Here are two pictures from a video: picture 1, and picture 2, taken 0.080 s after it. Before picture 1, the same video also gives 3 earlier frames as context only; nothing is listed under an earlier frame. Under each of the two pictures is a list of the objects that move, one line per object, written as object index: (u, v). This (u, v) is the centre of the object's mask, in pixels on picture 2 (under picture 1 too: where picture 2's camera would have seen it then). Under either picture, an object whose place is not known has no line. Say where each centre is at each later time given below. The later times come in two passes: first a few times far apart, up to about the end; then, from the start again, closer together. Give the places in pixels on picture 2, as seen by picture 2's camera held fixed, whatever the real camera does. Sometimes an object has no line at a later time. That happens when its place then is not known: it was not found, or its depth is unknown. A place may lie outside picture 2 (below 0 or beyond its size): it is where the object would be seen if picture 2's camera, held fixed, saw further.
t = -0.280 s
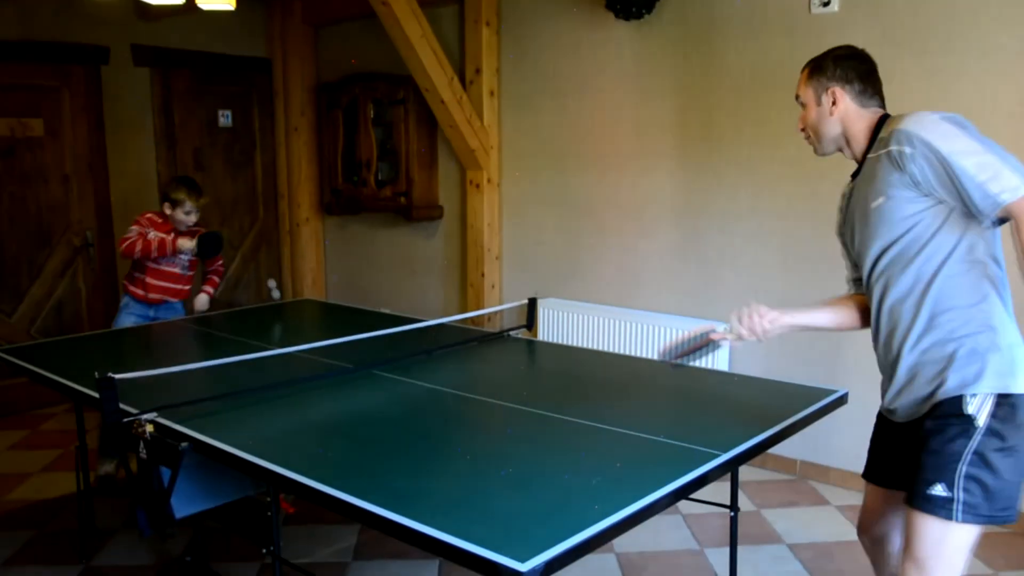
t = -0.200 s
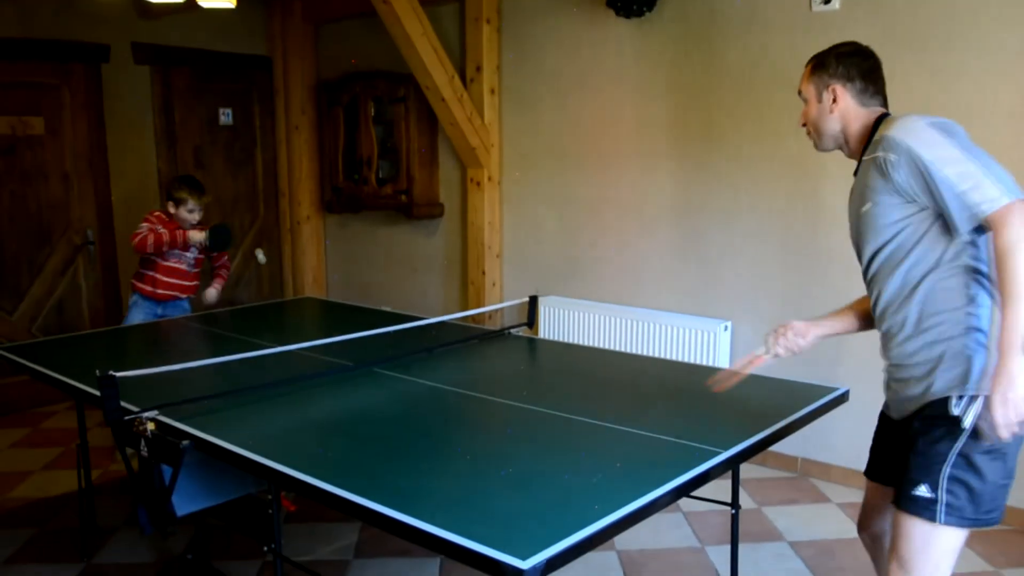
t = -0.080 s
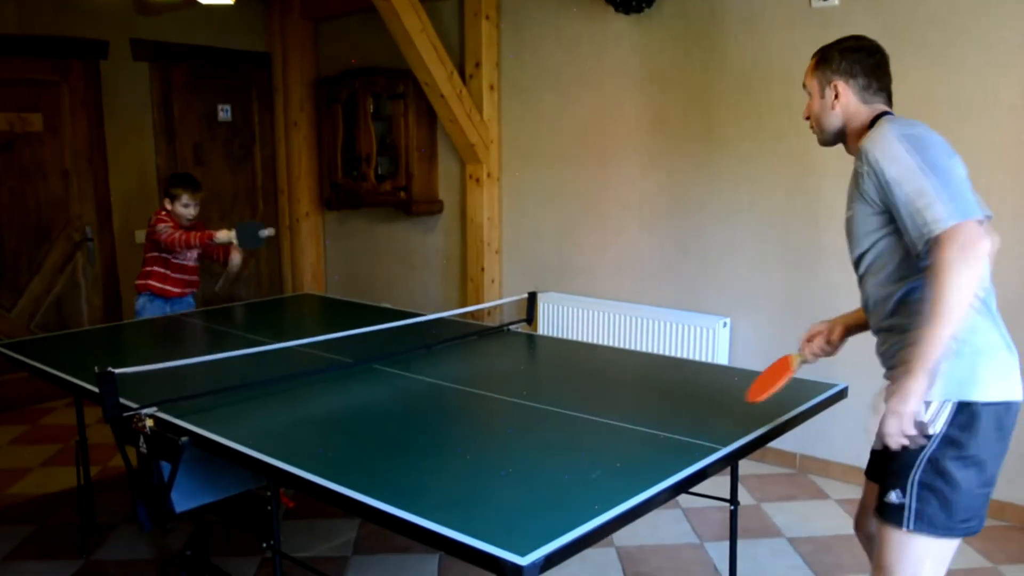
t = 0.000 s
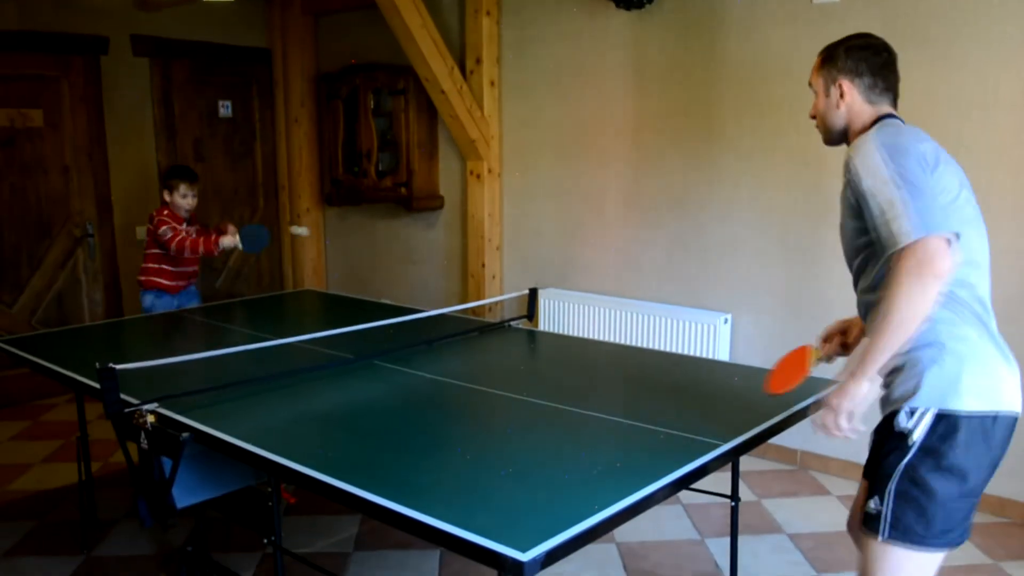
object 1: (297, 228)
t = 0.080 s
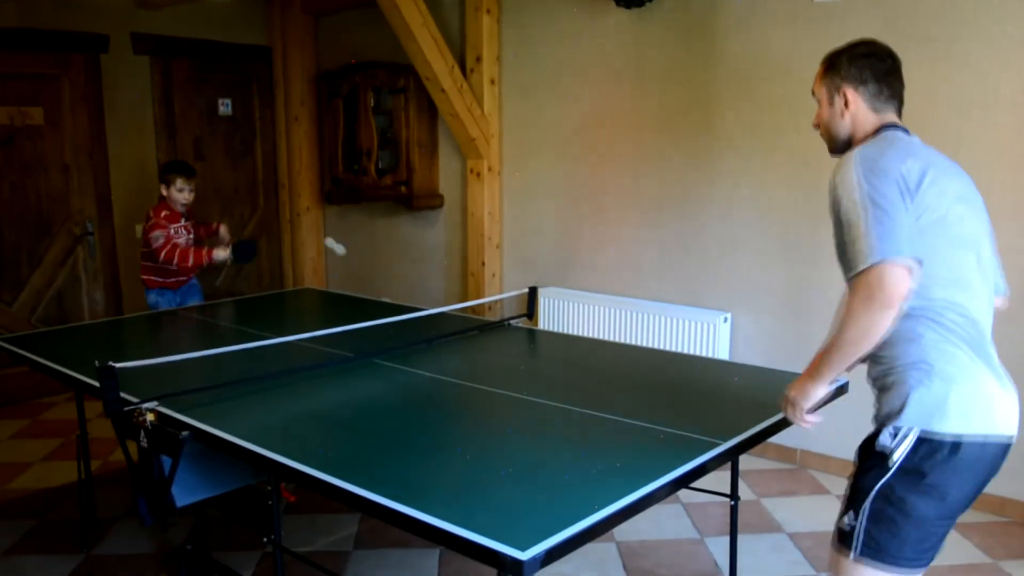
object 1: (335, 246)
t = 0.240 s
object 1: (421, 347)
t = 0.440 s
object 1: (548, 360)
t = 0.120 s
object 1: (354, 262)
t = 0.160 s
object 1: (375, 284)
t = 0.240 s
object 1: (421, 347)
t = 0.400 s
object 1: (519, 357)
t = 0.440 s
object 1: (548, 360)
